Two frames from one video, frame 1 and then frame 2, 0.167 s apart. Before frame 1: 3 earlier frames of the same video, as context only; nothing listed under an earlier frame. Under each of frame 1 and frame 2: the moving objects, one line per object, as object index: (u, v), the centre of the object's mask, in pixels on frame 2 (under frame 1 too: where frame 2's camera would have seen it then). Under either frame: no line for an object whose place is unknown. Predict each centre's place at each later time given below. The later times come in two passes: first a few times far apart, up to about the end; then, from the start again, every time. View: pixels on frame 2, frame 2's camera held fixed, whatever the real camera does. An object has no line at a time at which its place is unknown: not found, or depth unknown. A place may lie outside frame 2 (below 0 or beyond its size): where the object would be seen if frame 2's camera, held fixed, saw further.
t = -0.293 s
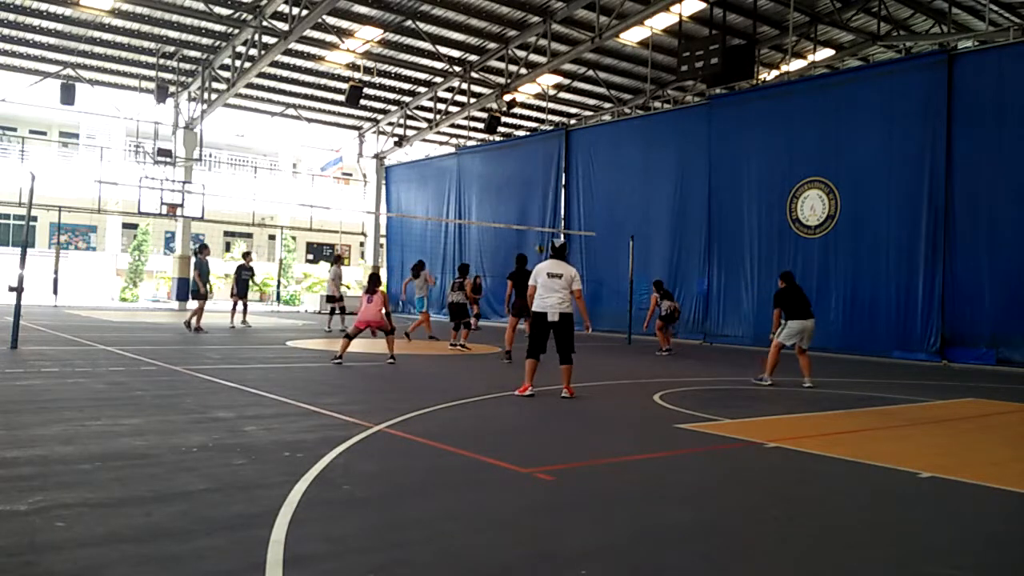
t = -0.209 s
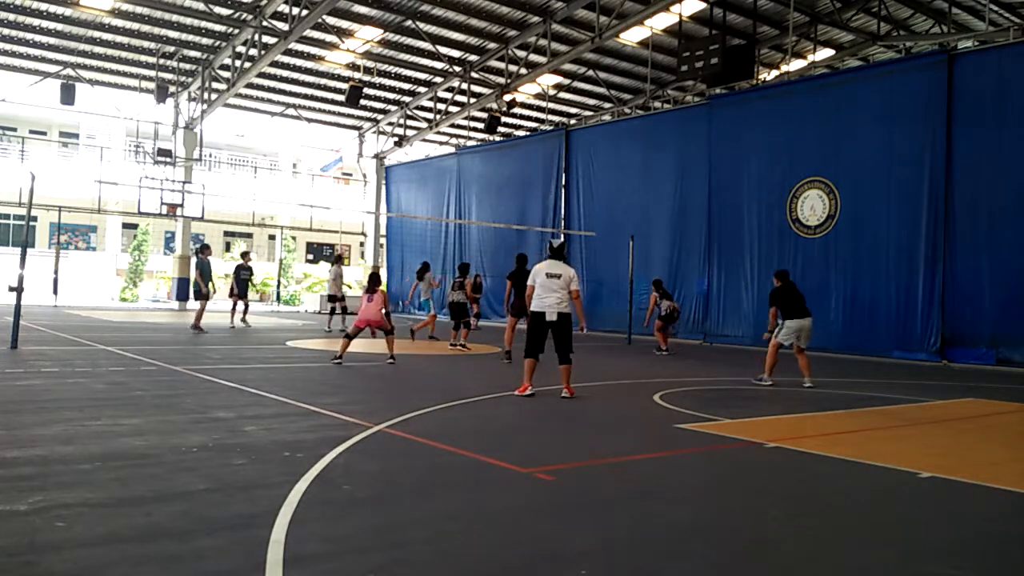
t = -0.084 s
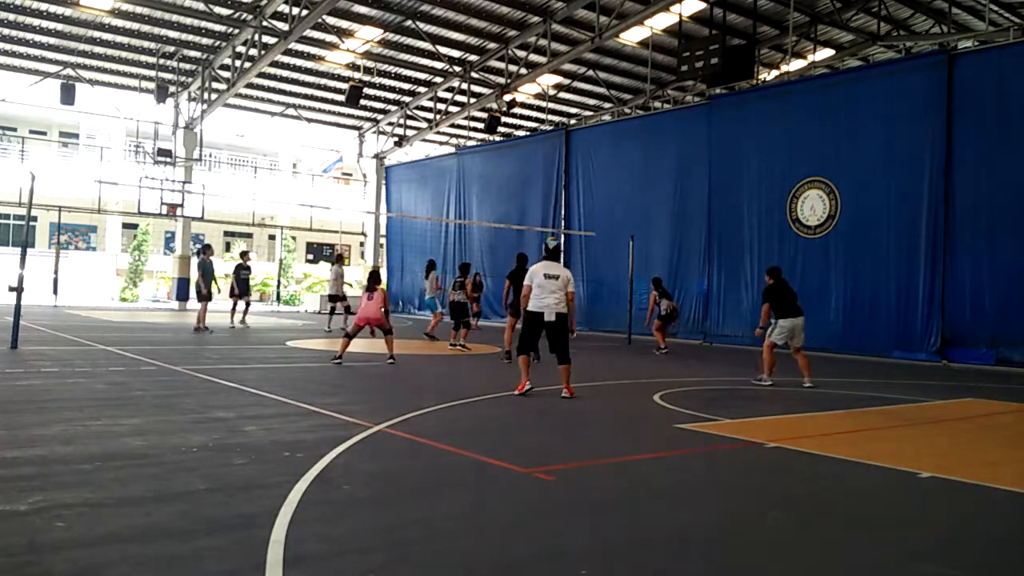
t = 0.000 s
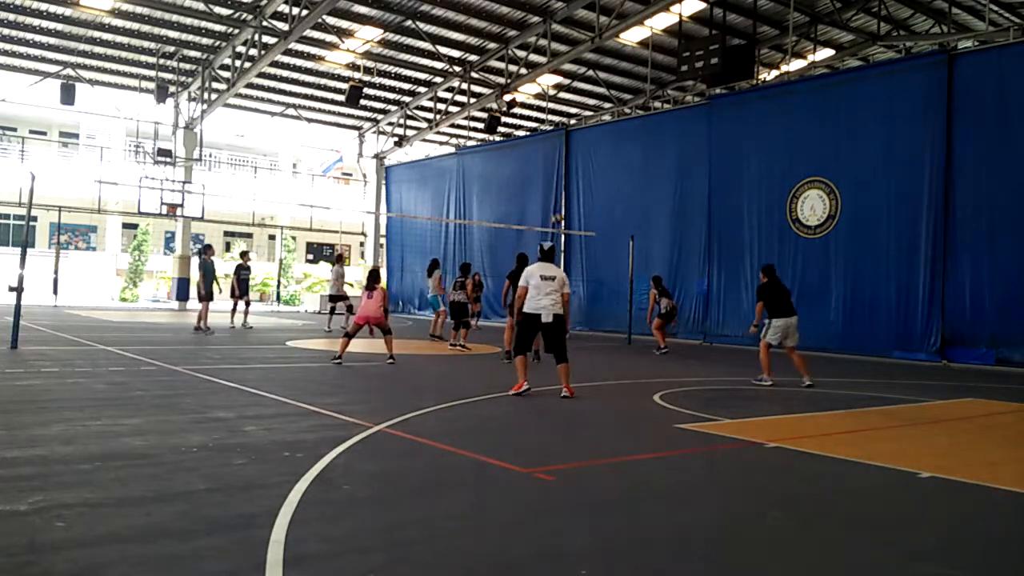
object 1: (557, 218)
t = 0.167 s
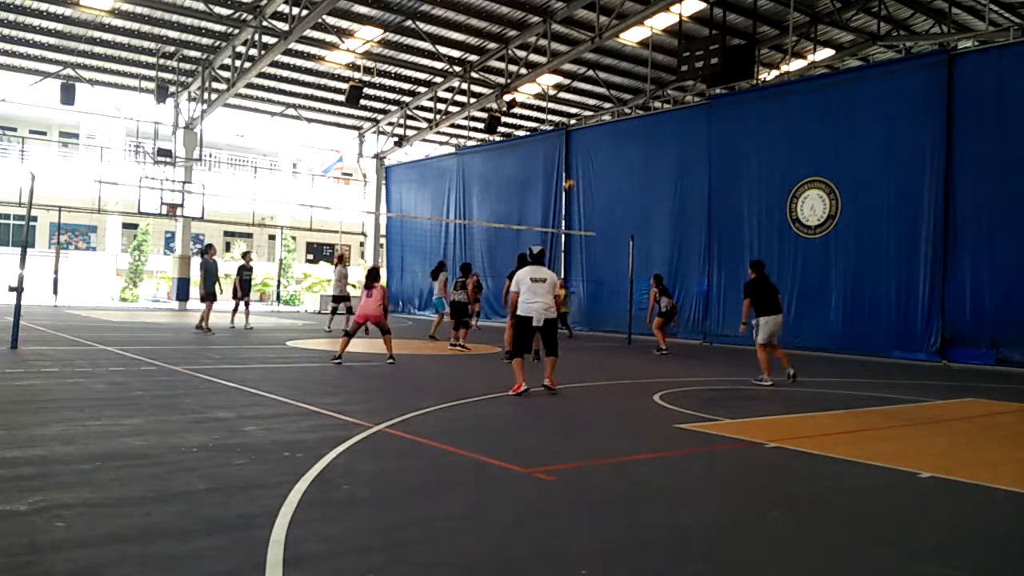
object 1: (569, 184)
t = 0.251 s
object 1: (575, 171)
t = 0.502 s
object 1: (600, 152)
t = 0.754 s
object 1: (630, 173)
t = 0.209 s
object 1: (572, 177)
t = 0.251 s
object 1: (575, 171)
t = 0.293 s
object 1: (580, 166)
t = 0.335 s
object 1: (584, 161)
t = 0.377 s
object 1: (587, 158)
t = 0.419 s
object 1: (591, 154)
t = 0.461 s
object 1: (595, 153)
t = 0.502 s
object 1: (600, 152)
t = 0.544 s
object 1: (604, 153)
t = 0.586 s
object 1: (608, 154)
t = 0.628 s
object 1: (614, 158)
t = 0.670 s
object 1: (619, 161)
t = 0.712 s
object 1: (625, 167)
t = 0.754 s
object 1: (630, 173)
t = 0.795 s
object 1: (635, 182)
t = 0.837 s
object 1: (642, 192)
